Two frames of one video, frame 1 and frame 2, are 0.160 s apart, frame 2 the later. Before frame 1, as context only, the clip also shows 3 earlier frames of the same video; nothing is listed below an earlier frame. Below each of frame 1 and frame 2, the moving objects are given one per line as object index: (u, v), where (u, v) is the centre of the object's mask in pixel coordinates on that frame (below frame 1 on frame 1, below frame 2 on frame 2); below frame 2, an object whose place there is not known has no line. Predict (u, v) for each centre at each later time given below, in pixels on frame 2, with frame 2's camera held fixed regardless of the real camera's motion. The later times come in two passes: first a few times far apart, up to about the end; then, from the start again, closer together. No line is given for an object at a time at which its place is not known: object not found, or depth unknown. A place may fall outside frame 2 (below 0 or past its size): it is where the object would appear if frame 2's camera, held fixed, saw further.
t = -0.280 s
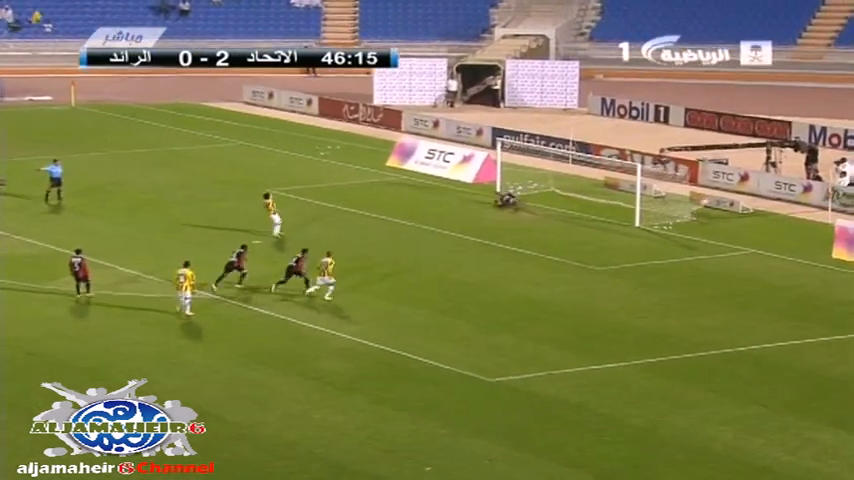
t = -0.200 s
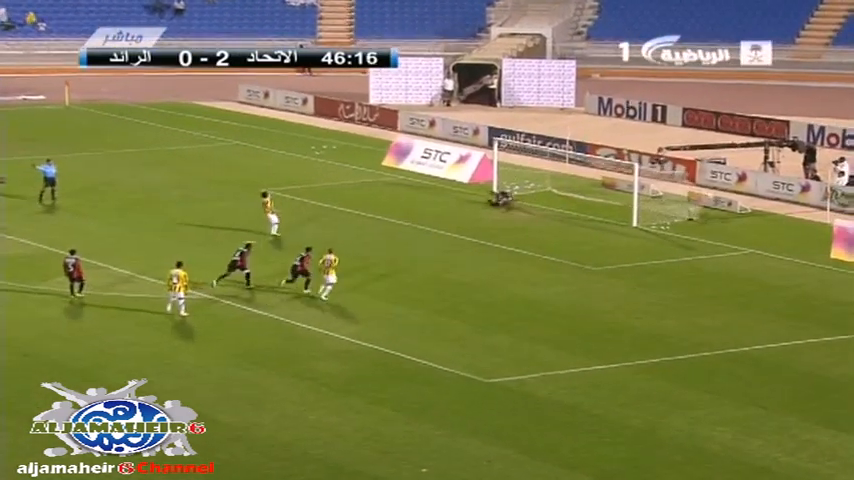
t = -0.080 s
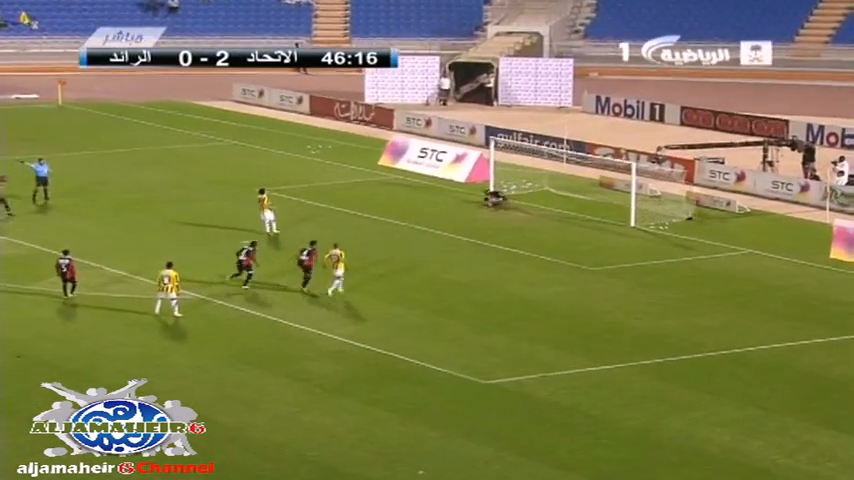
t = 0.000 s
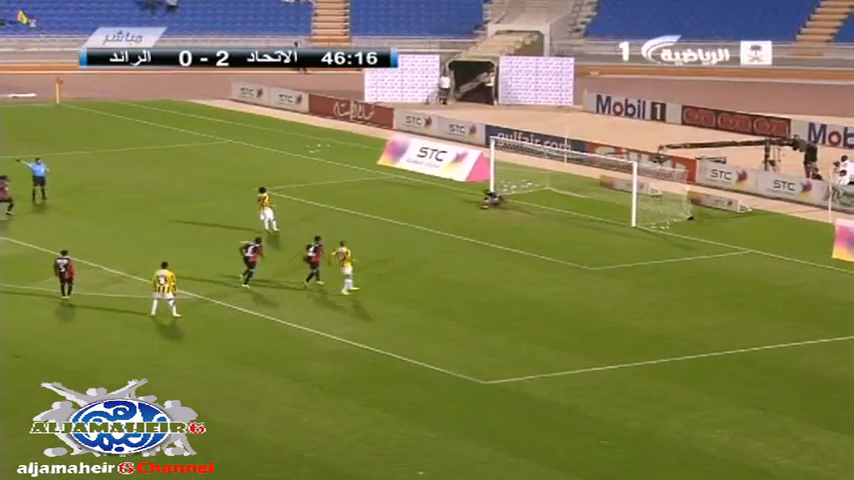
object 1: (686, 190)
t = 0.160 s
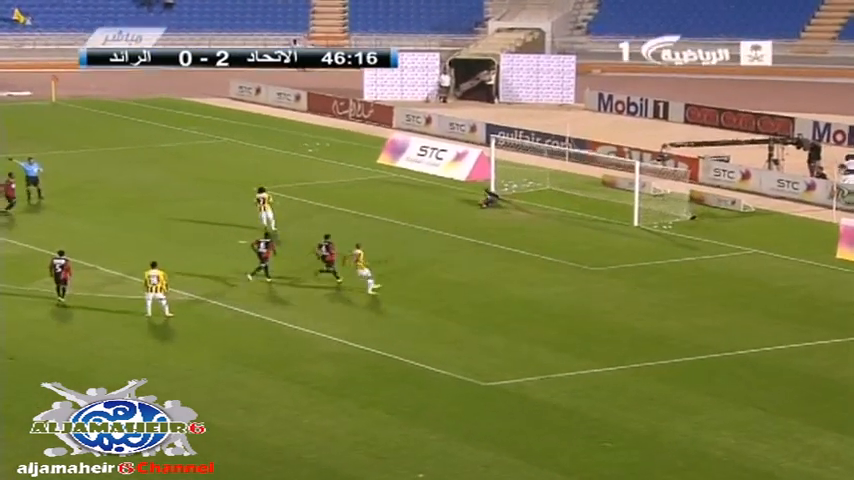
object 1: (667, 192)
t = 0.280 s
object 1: (652, 197)
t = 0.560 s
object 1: (619, 218)
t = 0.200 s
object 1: (661, 193)
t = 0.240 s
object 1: (657, 194)
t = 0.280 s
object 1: (652, 197)
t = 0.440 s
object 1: (630, 211)
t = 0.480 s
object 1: (625, 216)
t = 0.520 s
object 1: (620, 219)
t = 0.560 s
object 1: (619, 218)
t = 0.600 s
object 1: (615, 215)
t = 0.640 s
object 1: (613, 214)
